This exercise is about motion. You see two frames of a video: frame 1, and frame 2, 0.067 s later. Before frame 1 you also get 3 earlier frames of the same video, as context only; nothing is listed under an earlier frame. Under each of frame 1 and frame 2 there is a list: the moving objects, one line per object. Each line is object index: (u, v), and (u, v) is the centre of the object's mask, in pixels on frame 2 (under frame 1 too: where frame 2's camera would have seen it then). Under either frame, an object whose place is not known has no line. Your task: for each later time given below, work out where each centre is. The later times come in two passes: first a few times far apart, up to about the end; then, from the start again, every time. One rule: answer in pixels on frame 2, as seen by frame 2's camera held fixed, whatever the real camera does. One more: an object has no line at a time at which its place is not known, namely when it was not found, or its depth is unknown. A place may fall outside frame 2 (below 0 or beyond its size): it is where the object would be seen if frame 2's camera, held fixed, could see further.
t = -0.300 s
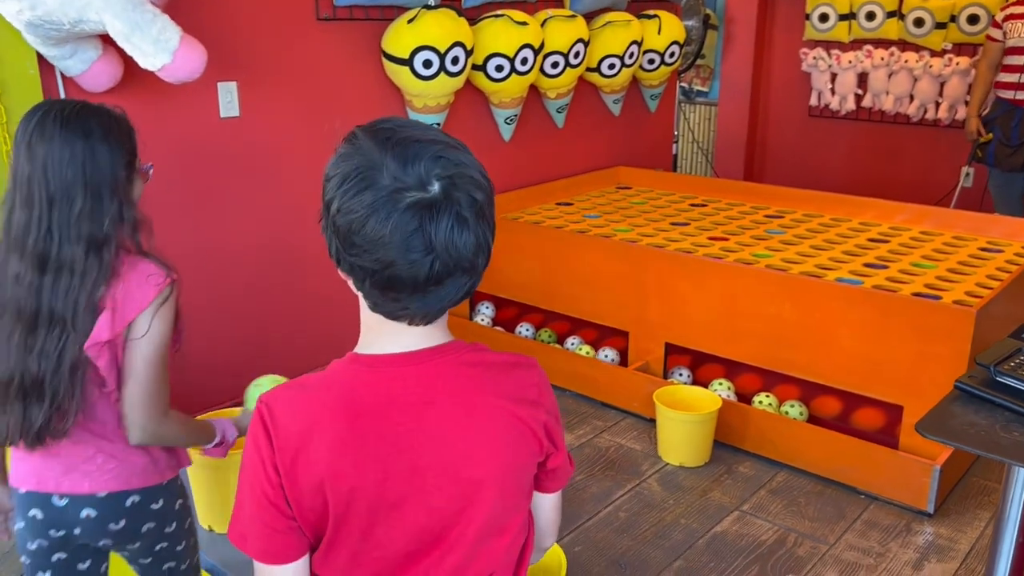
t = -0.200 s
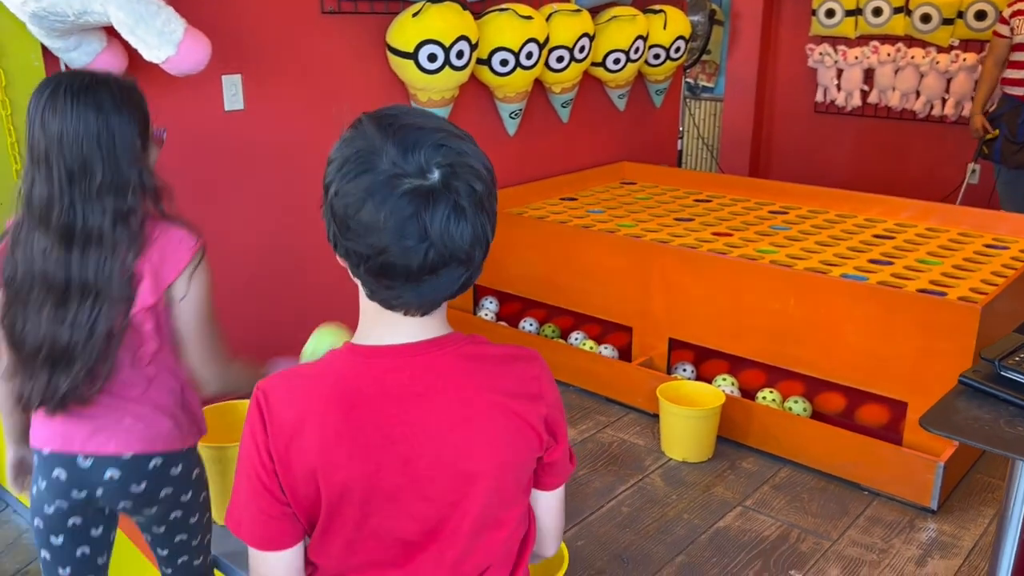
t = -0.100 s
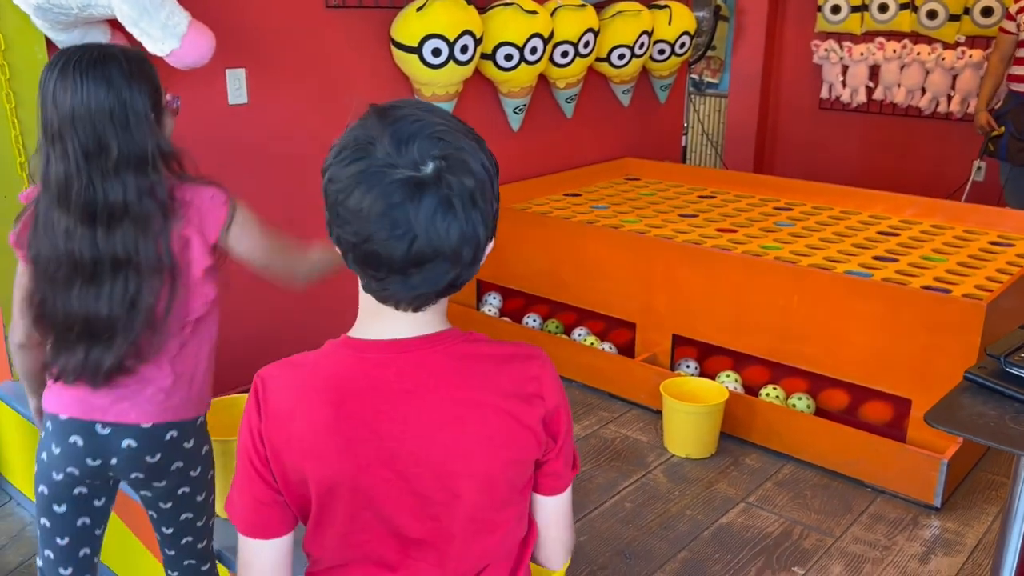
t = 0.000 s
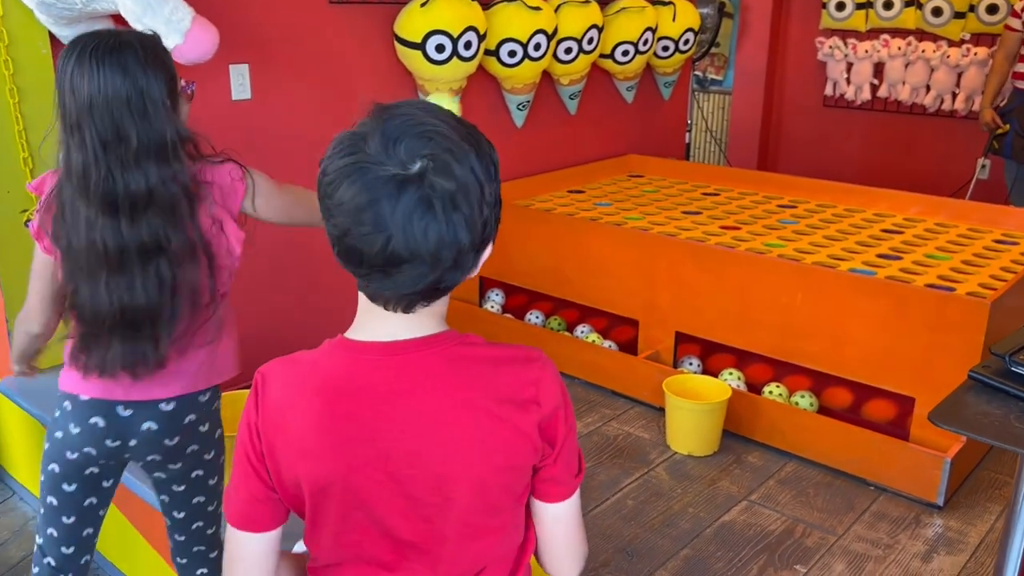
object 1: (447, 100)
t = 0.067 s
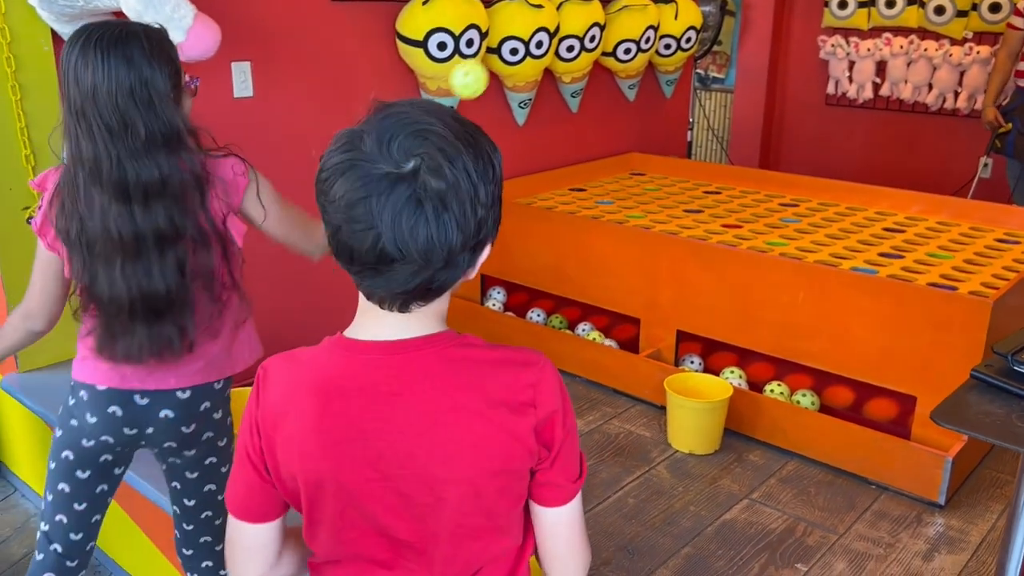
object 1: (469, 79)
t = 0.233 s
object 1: (523, 77)
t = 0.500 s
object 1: (573, 184)
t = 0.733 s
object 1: (580, 105)
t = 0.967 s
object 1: (582, 161)
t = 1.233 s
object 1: (586, 151)
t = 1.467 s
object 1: (587, 184)
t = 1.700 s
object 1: (580, 179)
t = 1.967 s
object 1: (564, 178)
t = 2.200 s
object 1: (559, 186)
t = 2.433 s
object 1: (568, 184)
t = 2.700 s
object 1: (563, 186)
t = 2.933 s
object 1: (563, 187)
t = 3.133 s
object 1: (561, 189)
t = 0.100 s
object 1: (481, 70)
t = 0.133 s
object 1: (492, 66)
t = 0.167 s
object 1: (503, 66)
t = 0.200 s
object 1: (514, 70)
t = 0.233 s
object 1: (523, 77)
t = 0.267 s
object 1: (532, 88)
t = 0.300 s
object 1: (540, 101)
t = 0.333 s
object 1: (547, 117)
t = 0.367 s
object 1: (554, 135)
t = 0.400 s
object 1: (560, 154)
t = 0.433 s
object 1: (565, 175)
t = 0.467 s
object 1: (570, 198)
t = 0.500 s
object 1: (573, 184)
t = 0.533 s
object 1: (574, 164)
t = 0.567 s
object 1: (575, 147)
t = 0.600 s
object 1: (577, 133)
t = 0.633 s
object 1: (578, 122)
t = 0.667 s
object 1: (579, 113)
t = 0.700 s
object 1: (579, 108)
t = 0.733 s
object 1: (580, 105)
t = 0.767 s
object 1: (581, 105)
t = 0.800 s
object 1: (581, 108)
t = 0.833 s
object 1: (582, 114)
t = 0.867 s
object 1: (582, 122)
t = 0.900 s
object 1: (582, 133)
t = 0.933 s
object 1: (582, 146)
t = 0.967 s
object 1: (582, 161)
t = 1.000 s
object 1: (582, 177)
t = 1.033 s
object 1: (581, 197)
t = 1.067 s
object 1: (582, 190)
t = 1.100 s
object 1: (583, 177)
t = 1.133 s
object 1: (584, 167)
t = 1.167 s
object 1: (585, 159)
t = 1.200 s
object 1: (585, 154)
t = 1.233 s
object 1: (586, 151)
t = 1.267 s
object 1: (586, 151)
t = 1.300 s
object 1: (587, 153)
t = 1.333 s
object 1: (587, 157)
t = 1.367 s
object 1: (587, 163)
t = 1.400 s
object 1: (587, 172)
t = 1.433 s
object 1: (587, 183)
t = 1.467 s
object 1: (587, 184)
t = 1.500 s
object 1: (586, 177)
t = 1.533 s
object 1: (585, 172)
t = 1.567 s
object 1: (584, 169)
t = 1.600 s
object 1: (583, 168)
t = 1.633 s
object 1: (582, 169)
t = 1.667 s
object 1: (581, 173)
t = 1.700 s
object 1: (580, 179)
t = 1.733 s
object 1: (577, 183)
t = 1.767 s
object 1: (574, 180)
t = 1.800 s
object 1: (570, 177)
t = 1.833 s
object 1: (568, 176)
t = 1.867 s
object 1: (567, 177)
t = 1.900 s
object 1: (566, 180)
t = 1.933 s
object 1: (565, 179)
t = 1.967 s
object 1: (564, 178)
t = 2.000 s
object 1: (562, 180)
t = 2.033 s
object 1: (561, 180)
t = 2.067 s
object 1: (560, 180)
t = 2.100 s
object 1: (560, 181)
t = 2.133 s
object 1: (559, 182)
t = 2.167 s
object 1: (558, 185)
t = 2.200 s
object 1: (559, 186)
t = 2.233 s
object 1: (562, 187)
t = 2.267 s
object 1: (564, 185)
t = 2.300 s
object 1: (567, 185)
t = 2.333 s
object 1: (568, 184)
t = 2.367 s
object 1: (568, 184)
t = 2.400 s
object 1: (569, 184)
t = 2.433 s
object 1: (568, 184)
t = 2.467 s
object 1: (568, 184)
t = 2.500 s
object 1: (566, 184)
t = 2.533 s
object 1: (564, 184)
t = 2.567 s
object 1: (562, 186)
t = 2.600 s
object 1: (559, 187)
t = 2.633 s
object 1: (560, 187)
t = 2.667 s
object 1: (562, 186)
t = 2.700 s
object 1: (563, 186)
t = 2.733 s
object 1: (564, 186)
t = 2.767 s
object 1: (564, 186)
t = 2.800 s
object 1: (563, 187)
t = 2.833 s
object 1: (561, 188)
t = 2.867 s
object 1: (562, 188)
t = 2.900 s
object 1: (563, 187)
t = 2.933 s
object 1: (563, 187)
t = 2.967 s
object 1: (562, 188)
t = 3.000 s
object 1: (561, 189)
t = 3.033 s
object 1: (561, 188)
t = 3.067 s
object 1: (561, 188)
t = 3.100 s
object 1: (561, 189)
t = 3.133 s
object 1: (561, 189)
